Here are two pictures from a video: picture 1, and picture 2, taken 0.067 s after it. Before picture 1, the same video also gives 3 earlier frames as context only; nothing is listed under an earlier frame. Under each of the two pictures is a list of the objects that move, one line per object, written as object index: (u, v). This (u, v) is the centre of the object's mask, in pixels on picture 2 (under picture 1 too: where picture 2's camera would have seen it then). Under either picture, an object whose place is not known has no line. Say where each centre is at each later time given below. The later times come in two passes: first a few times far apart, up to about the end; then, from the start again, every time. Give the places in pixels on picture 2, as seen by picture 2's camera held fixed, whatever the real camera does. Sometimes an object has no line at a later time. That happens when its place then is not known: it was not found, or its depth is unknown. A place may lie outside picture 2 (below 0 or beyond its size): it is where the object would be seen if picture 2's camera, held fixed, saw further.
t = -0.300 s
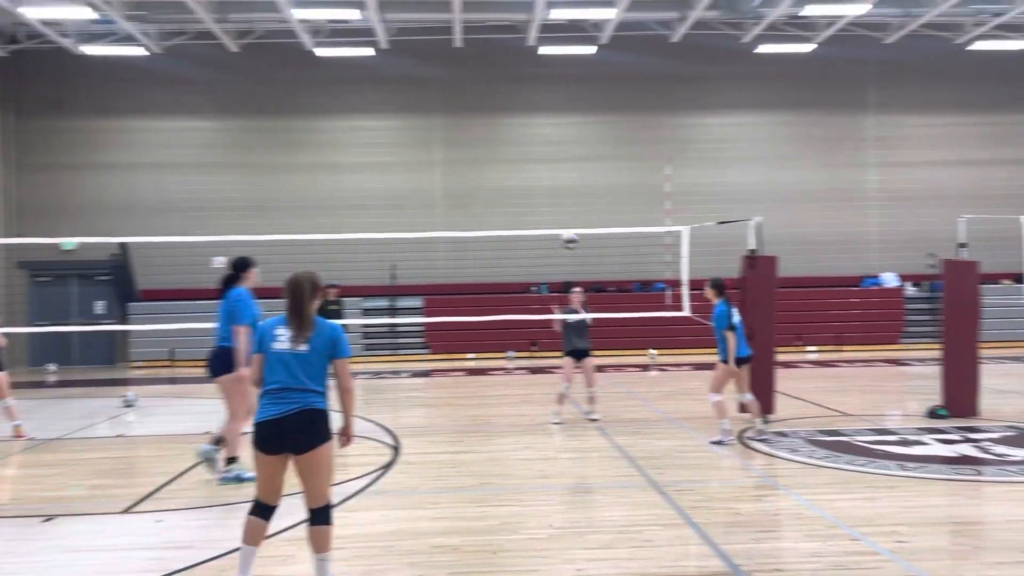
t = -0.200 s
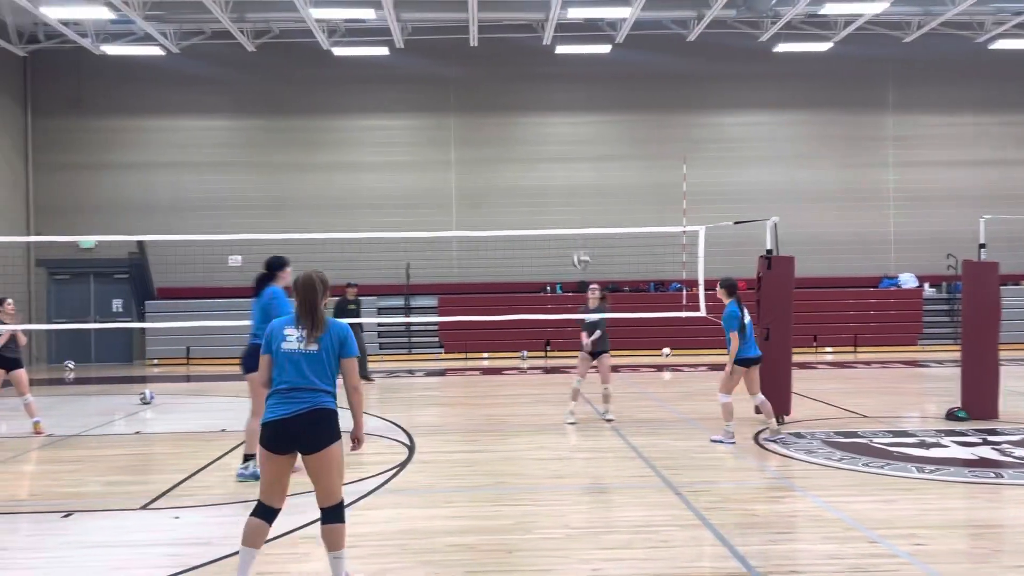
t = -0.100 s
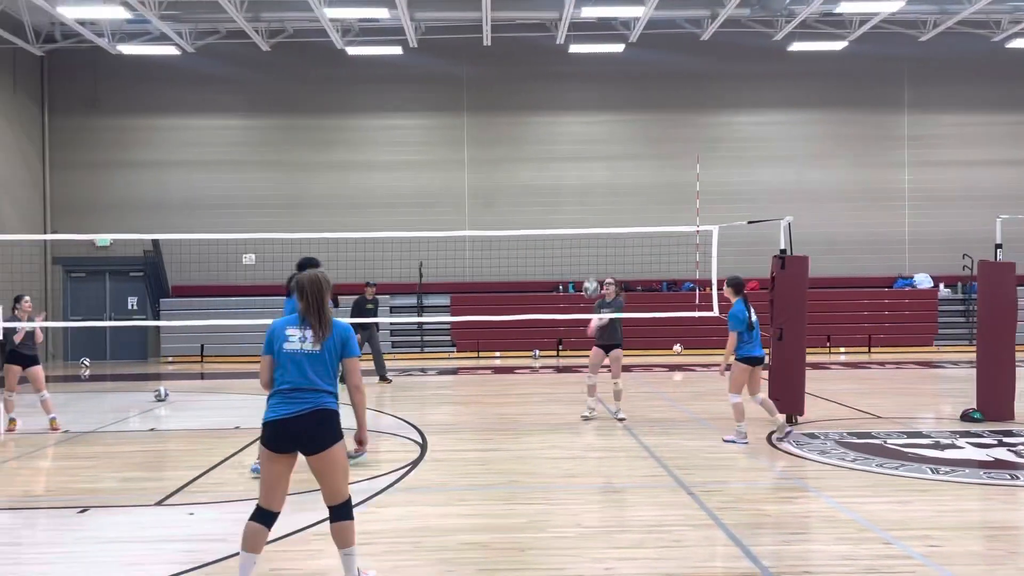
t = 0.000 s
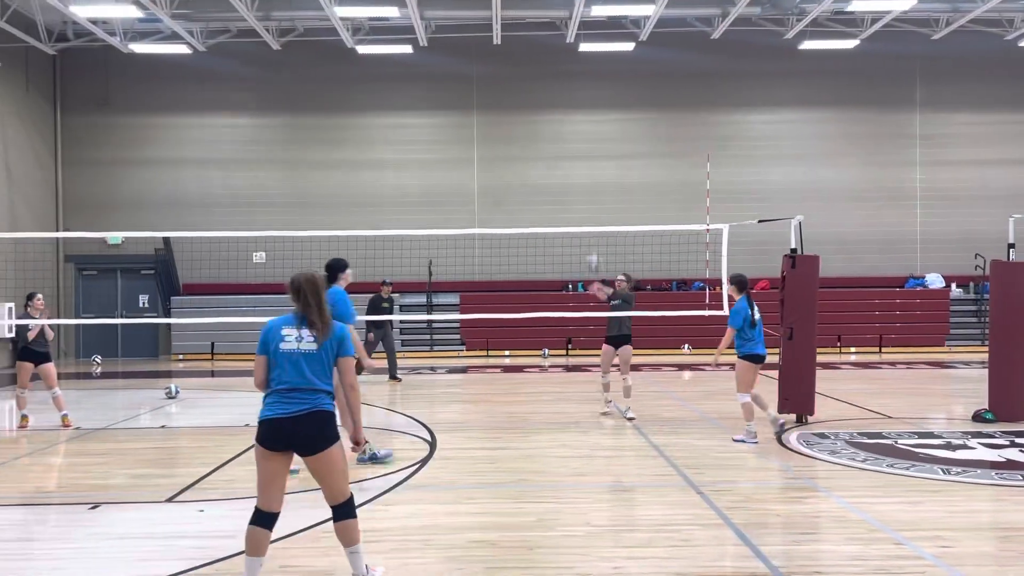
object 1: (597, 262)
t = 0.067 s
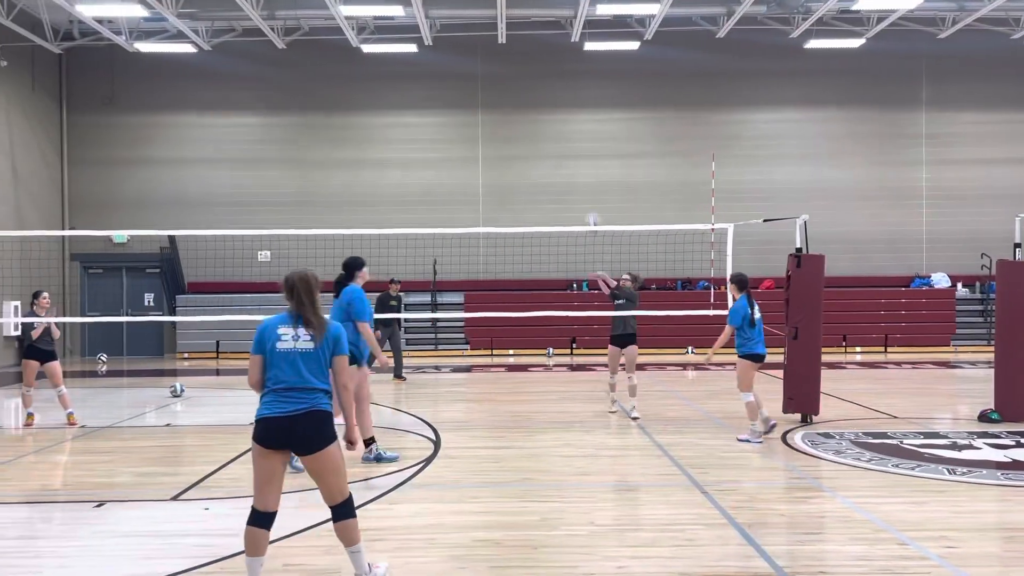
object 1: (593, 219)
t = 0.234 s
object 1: (580, 144)
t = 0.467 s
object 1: (564, 75)
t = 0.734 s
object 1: (545, 53)
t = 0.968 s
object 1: (530, 78)
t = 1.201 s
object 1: (517, 141)
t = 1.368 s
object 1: (508, 207)
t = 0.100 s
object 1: (589, 205)
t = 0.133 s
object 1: (587, 187)
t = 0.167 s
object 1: (584, 173)
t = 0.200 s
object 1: (582, 158)
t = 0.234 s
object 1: (580, 144)
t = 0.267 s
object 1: (578, 131)
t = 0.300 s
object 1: (576, 119)
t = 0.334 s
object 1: (573, 107)
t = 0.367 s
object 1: (571, 98)
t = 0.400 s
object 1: (568, 89)
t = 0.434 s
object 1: (566, 81)
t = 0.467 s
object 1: (564, 75)
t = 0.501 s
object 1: (561, 68)
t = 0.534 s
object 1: (559, 63)
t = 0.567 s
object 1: (557, 60)
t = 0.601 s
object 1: (554, 56)
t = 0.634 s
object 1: (552, 54)
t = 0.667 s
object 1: (550, 53)
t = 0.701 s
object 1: (548, 52)
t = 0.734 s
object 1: (545, 53)
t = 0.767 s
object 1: (543, 54)
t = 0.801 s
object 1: (541, 56)
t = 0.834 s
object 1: (539, 59)
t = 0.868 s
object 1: (537, 62)
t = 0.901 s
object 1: (534, 67)
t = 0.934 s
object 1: (532, 72)
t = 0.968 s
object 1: (530, 78)
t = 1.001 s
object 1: (528, 85)
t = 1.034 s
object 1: (526, 93)
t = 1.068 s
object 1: (524, 101)
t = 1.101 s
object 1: (523, 110)
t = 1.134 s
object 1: (521, 119)
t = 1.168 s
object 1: (519, 129)
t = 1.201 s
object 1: (517, 141)
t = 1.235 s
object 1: (514, 153)
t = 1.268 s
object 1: (512, 165)
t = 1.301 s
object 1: (511, 179)
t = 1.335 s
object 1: (509, 193)
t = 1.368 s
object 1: (508, 207)
